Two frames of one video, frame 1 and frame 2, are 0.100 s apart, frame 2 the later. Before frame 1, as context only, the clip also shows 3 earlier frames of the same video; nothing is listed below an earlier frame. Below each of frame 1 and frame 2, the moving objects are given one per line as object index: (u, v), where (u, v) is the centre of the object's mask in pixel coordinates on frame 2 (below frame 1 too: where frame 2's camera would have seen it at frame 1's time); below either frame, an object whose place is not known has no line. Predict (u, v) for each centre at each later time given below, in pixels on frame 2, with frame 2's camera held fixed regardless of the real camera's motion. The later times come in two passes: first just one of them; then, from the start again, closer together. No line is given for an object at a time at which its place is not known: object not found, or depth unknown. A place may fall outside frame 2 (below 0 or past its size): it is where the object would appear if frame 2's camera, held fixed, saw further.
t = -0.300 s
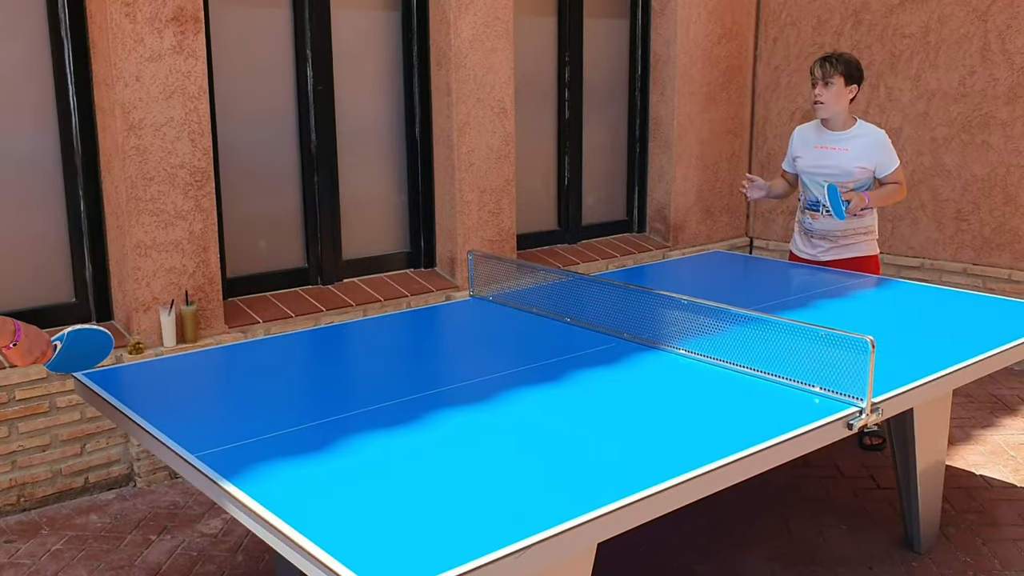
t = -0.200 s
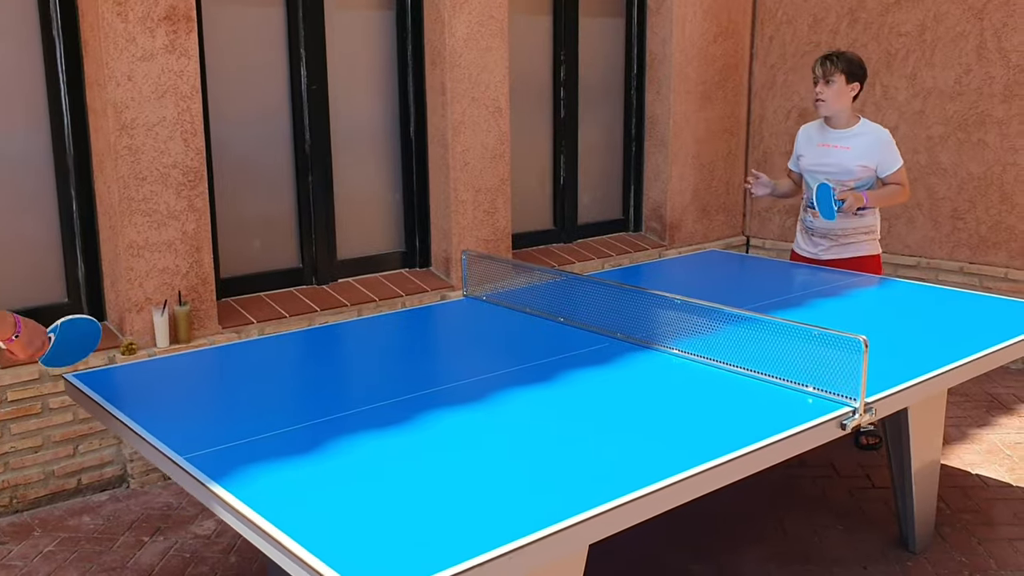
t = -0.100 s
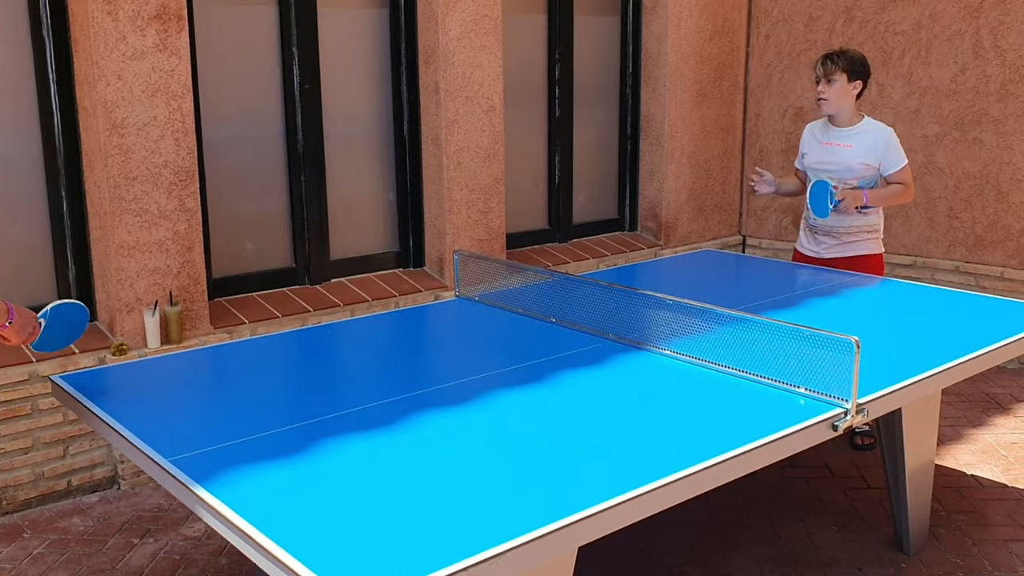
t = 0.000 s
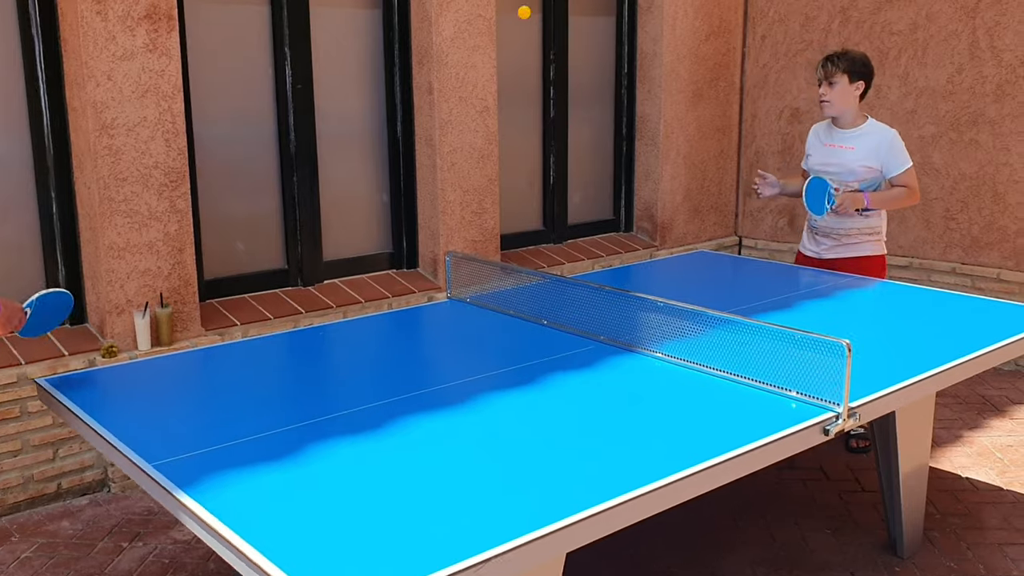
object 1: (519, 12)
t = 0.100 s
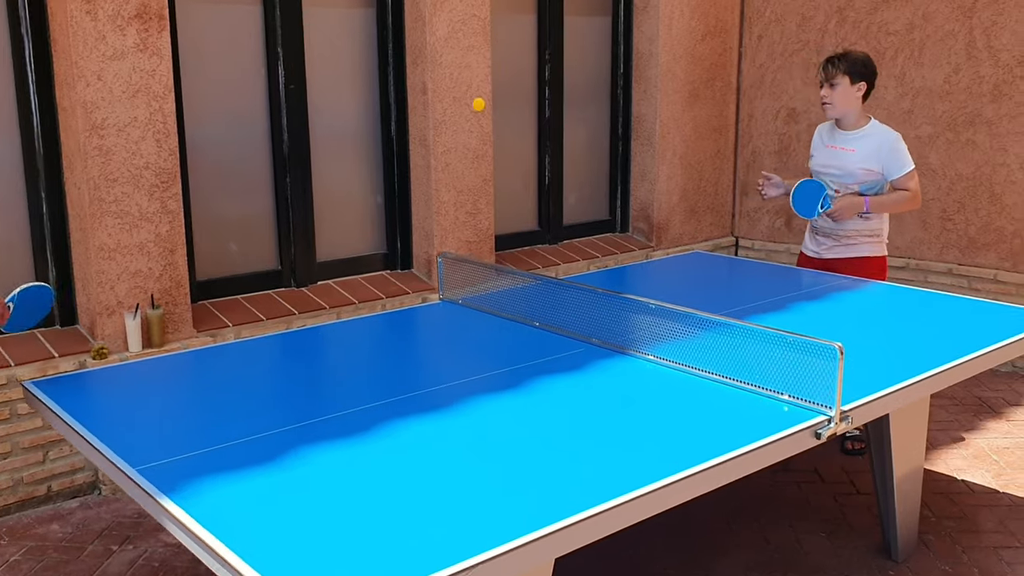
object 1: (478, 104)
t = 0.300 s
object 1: (409, 275)
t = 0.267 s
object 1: (423, 302)
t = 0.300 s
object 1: (409, 275)
